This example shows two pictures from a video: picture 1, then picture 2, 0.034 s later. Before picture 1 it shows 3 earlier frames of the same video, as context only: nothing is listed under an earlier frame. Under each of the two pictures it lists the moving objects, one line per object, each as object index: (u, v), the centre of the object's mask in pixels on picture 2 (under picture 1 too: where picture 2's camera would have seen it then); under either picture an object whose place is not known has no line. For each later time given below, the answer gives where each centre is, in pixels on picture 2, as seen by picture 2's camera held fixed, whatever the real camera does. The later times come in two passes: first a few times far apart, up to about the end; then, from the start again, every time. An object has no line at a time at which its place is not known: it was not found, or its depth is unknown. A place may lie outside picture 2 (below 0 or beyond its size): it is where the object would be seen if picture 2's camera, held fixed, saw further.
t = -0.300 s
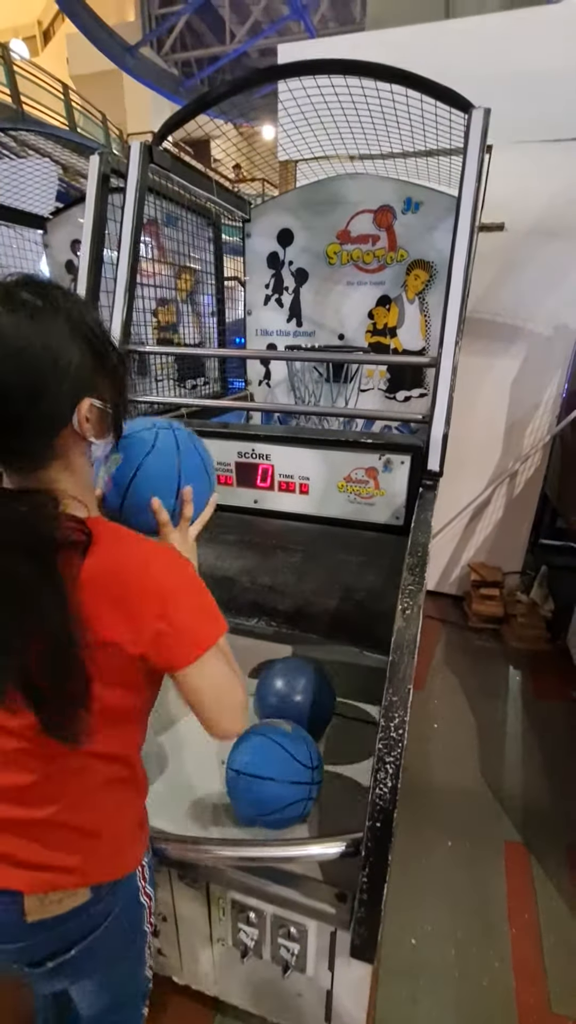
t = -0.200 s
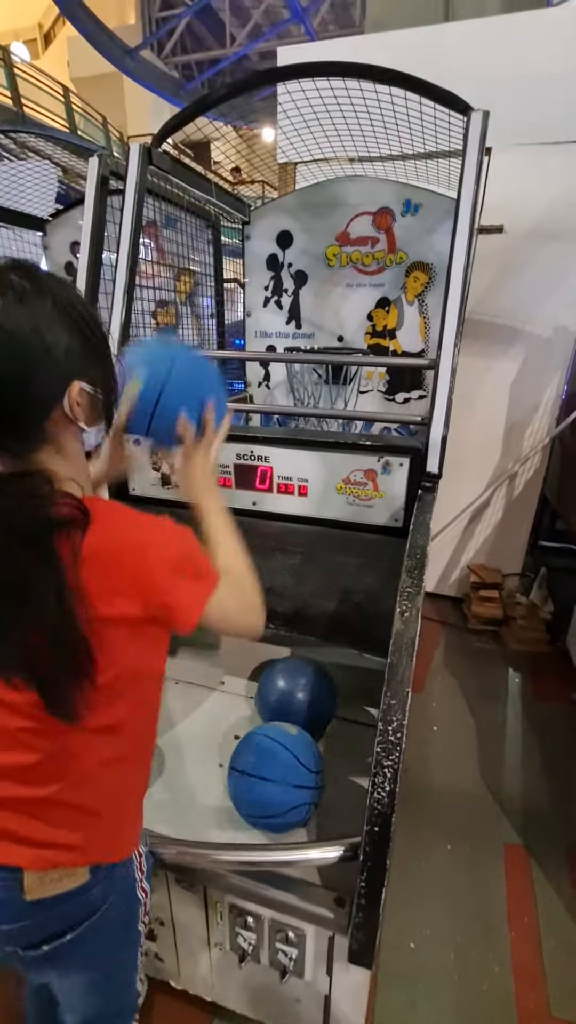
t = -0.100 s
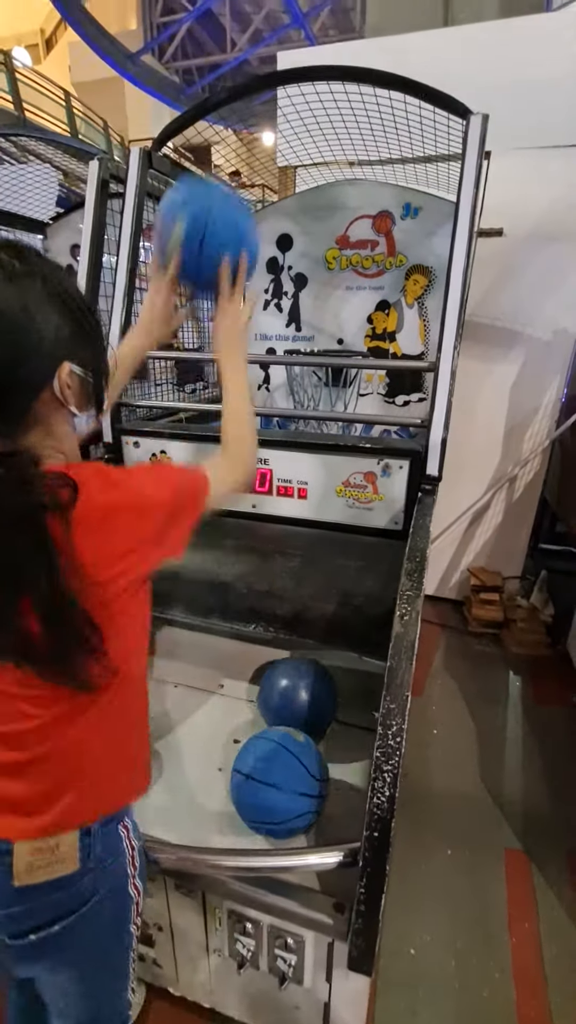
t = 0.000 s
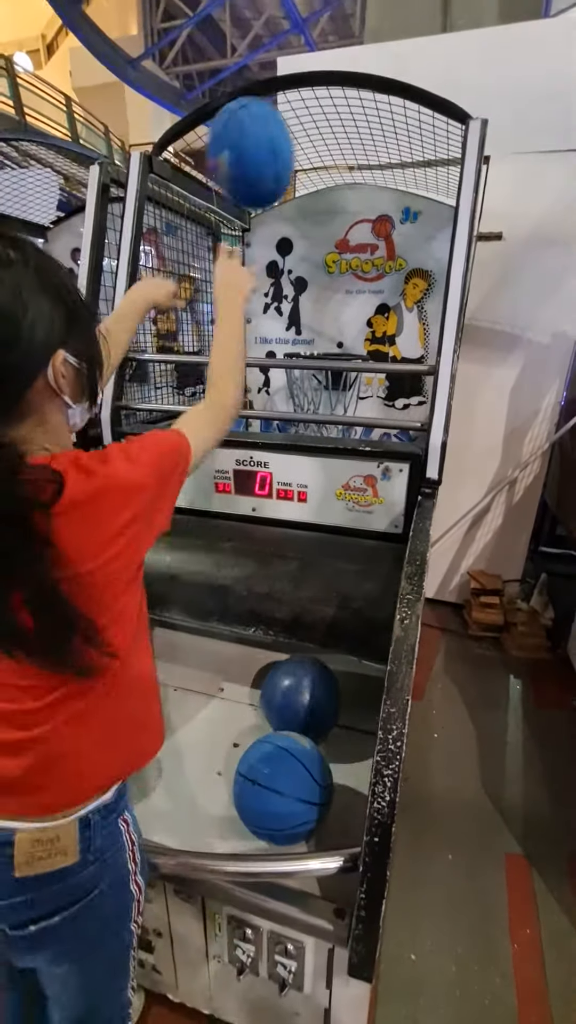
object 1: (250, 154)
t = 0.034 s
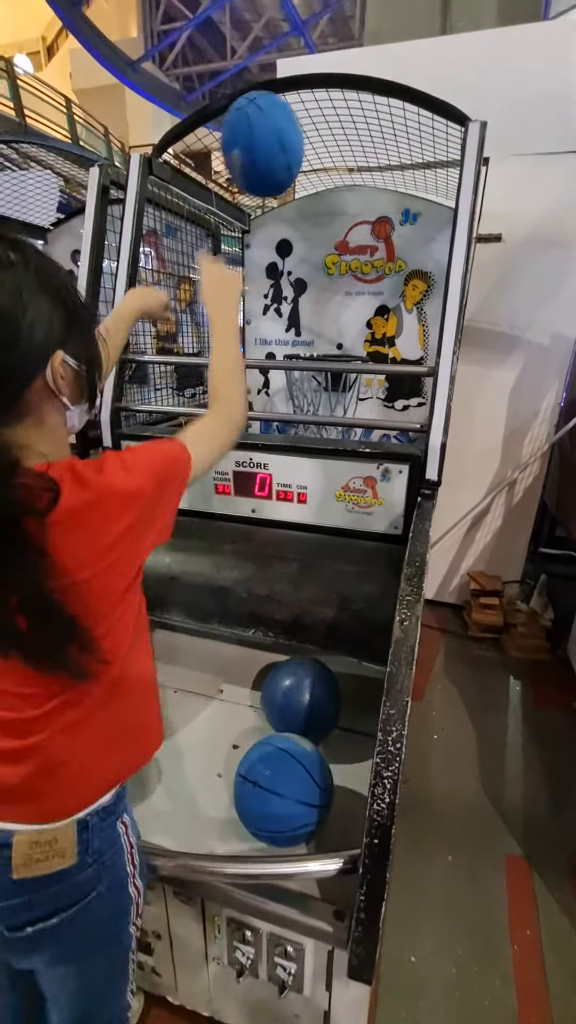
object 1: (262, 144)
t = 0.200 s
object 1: (304, 175)
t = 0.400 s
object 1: (329, 302)
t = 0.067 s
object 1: (272, 140)
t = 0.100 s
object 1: (281, 142)
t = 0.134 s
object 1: (290, 149)
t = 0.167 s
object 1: (297, 160)
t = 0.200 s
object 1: (304, 175)
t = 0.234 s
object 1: (309, 193)
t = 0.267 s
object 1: (314, 212)
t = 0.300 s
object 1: (318, 232)
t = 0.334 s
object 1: (322, 256)
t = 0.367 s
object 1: (326, 278)
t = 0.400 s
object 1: (329, 302)
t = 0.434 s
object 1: (331, 326)
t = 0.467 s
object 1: (332, 327)
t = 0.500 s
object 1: (332, 313)
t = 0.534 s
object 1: (331, 301)
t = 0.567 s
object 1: (330, 292)
